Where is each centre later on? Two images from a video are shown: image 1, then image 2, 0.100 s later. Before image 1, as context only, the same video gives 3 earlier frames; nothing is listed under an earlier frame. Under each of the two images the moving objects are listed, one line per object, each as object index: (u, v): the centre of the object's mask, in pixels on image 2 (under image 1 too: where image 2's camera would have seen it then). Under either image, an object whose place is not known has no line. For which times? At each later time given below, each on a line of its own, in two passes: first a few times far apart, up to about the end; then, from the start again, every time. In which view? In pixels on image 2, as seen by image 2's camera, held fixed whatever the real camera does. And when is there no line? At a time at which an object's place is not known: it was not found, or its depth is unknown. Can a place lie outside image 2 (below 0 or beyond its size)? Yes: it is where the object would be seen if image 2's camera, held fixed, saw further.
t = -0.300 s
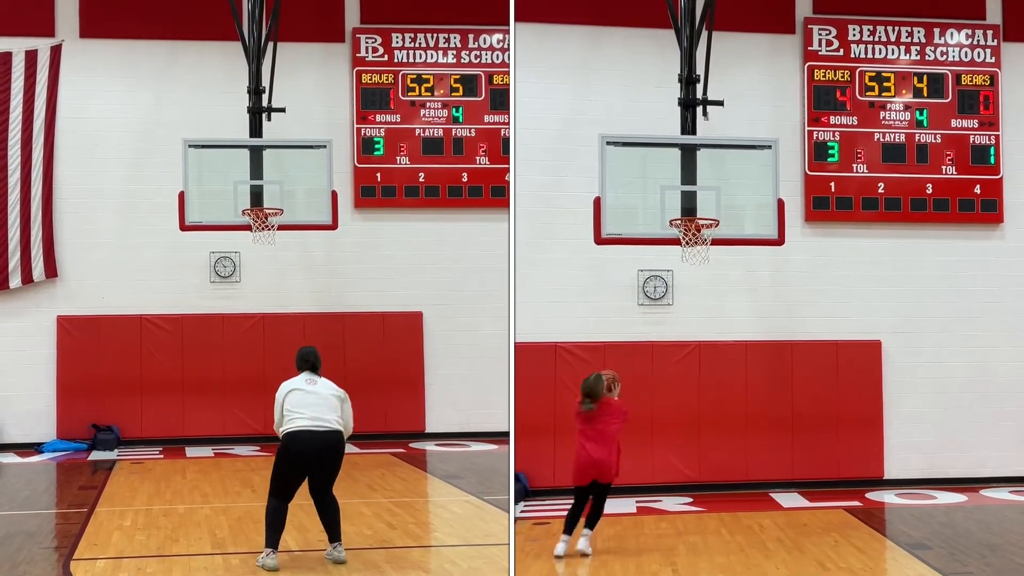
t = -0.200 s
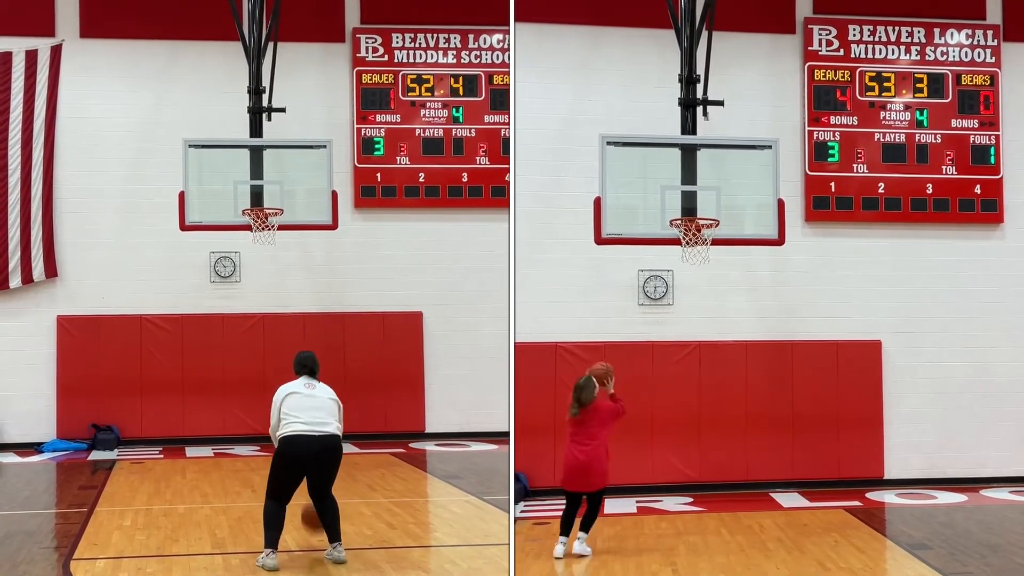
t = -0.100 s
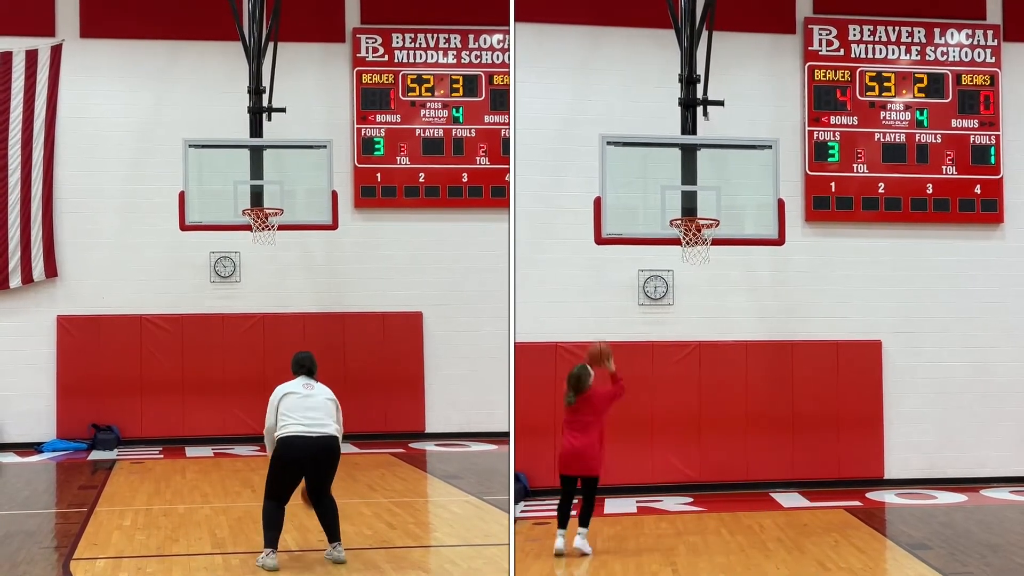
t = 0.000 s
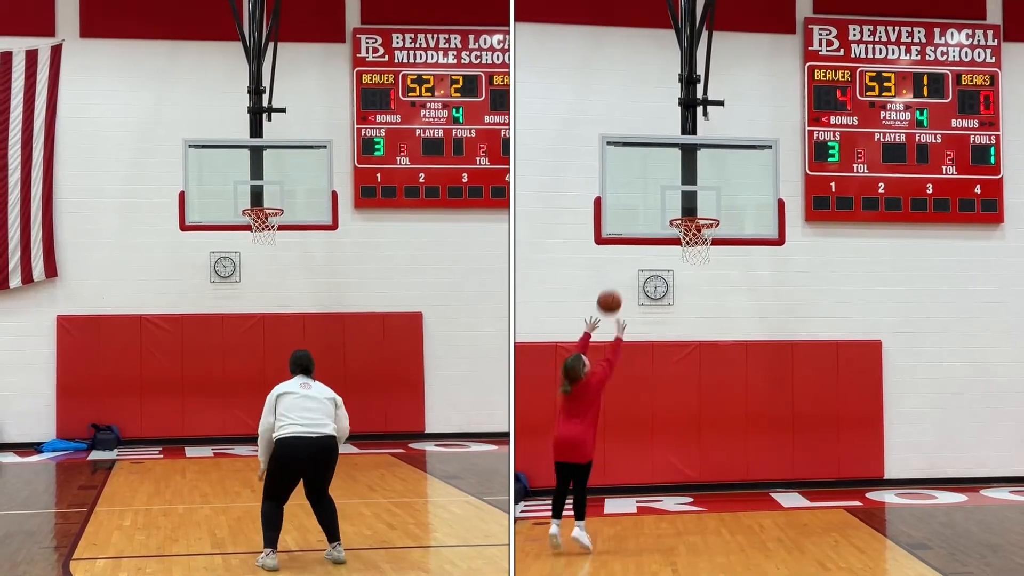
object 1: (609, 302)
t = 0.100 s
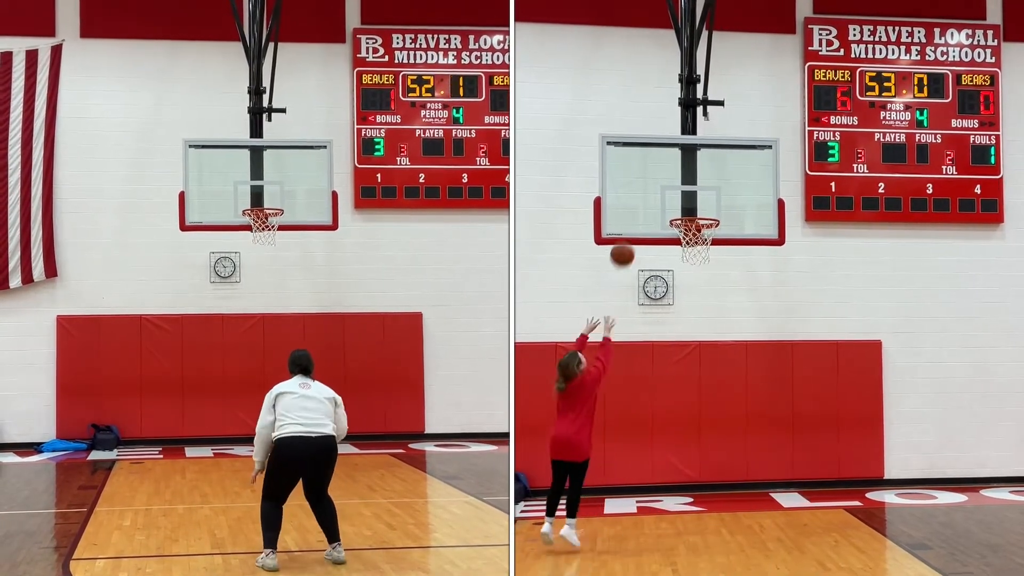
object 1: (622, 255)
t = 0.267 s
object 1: (643, 201)
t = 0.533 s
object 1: (665, 183)
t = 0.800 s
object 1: (683, 196)
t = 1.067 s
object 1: (703, 209)
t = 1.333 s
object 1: (694, 241)
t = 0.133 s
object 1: (627, 241)
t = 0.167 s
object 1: (631, 228)
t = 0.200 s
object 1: (635, 218)
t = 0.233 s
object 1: (639, 209)
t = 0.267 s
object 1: (643, 201)
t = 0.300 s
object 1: (646, 194)
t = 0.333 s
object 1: (650, 188)
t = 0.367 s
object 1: (654, 184)
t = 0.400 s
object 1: (656, 182)
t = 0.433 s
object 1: (658, 181)
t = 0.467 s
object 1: (660, 180)
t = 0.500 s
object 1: (663, 182)
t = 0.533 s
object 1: (665, 183)
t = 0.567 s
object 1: (667, 187)
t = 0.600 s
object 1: (669, 191)
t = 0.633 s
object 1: (671, 196)
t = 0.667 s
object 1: (673, 203)
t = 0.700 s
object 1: (675, 207)
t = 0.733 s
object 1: (678, 203)
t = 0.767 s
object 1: (680, 199)
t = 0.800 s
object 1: (683, 196)
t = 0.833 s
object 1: (686, 194)
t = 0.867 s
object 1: (688, 194)
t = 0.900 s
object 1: (691, 194)
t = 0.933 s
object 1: (693, 195)
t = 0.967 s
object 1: (695, 198)
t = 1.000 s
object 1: (698, 201)
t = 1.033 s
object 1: (701, 206)
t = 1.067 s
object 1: (703, 209)
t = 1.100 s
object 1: (702, 209)
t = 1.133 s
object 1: (701, 209)
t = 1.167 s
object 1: (700, 210)
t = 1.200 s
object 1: (698, 212)
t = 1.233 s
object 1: (700, 219)
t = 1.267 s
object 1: (697, 223)
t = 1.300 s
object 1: (695, 235)
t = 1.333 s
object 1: (694, 241)
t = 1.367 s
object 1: (693, 244)
